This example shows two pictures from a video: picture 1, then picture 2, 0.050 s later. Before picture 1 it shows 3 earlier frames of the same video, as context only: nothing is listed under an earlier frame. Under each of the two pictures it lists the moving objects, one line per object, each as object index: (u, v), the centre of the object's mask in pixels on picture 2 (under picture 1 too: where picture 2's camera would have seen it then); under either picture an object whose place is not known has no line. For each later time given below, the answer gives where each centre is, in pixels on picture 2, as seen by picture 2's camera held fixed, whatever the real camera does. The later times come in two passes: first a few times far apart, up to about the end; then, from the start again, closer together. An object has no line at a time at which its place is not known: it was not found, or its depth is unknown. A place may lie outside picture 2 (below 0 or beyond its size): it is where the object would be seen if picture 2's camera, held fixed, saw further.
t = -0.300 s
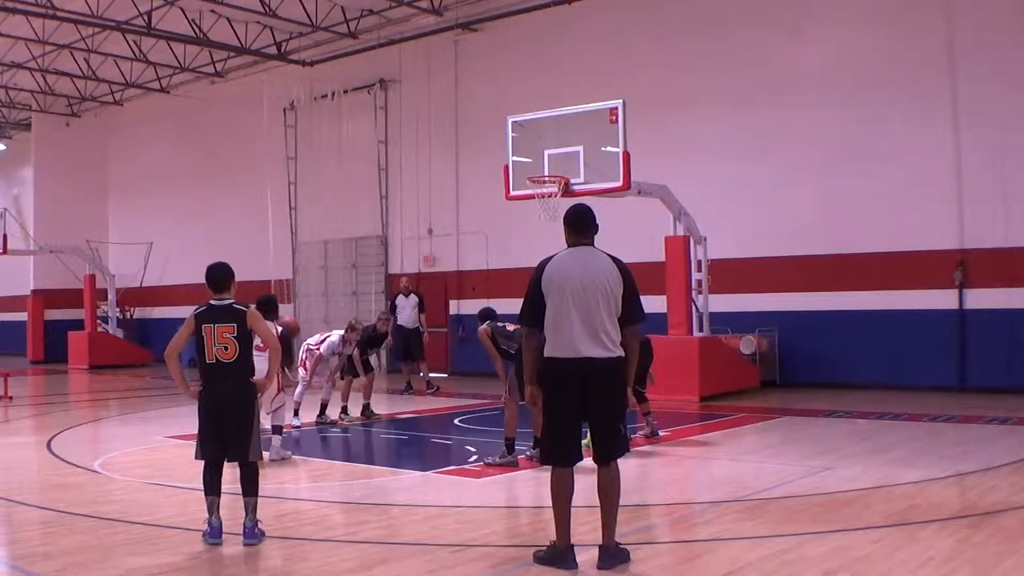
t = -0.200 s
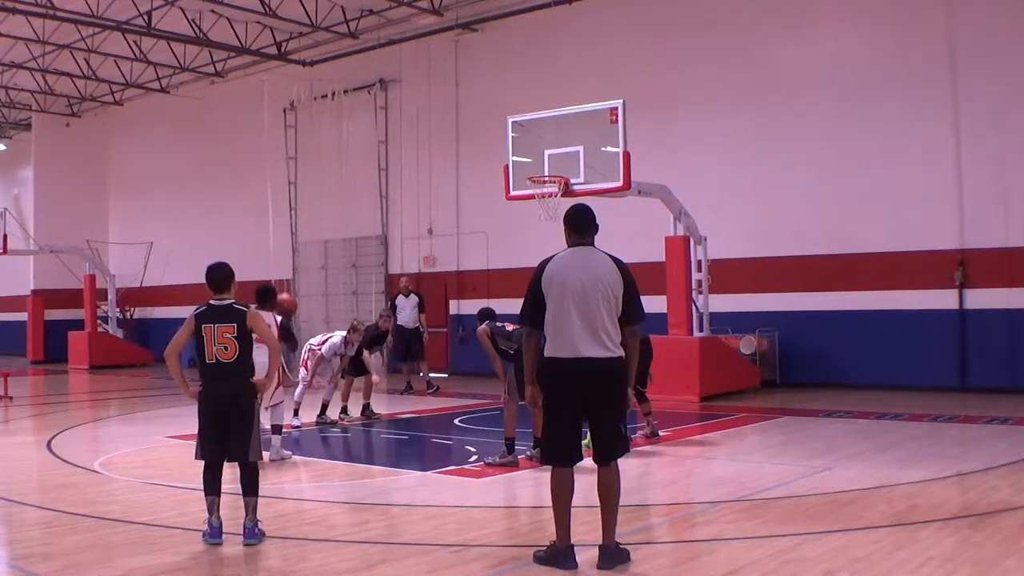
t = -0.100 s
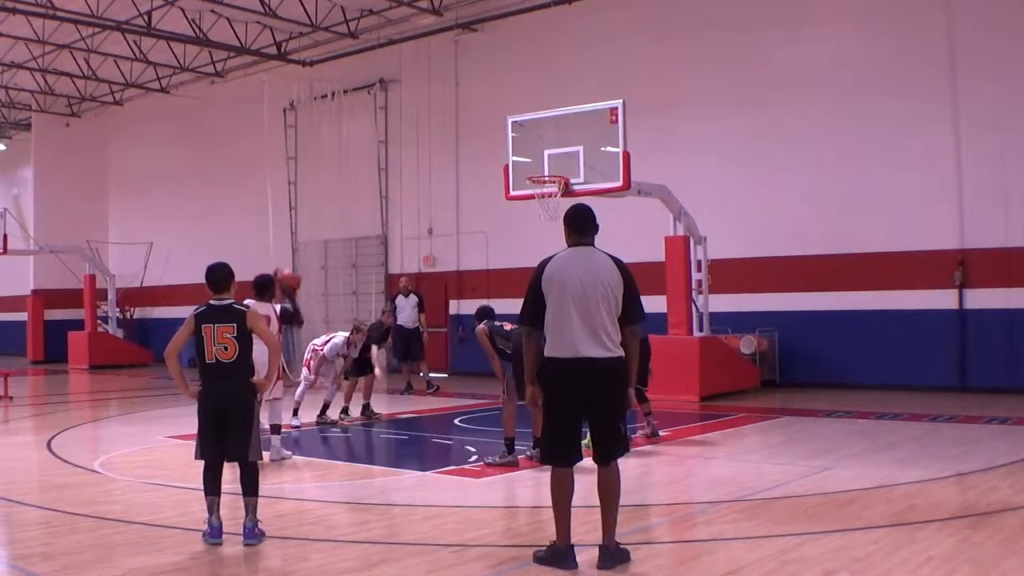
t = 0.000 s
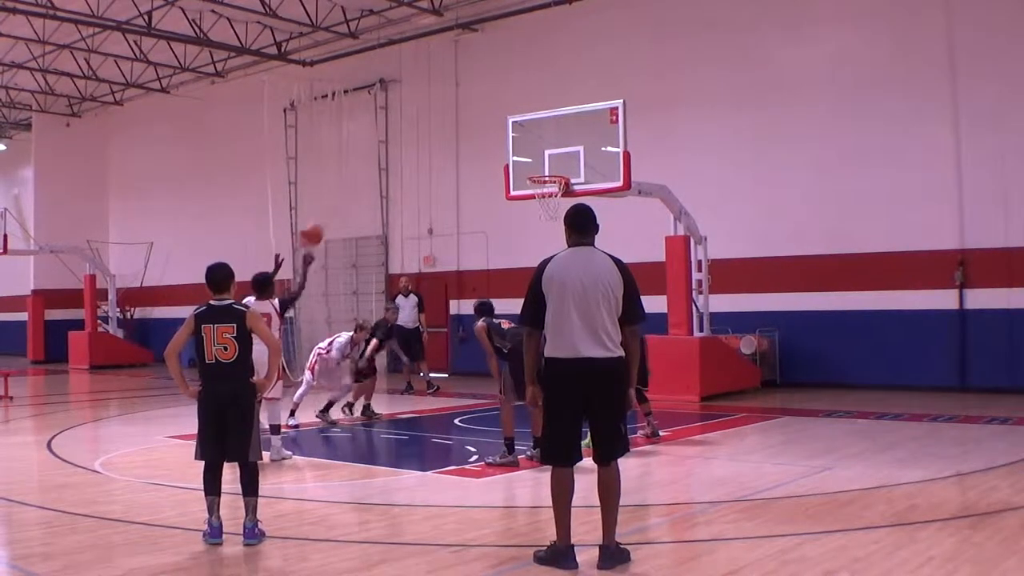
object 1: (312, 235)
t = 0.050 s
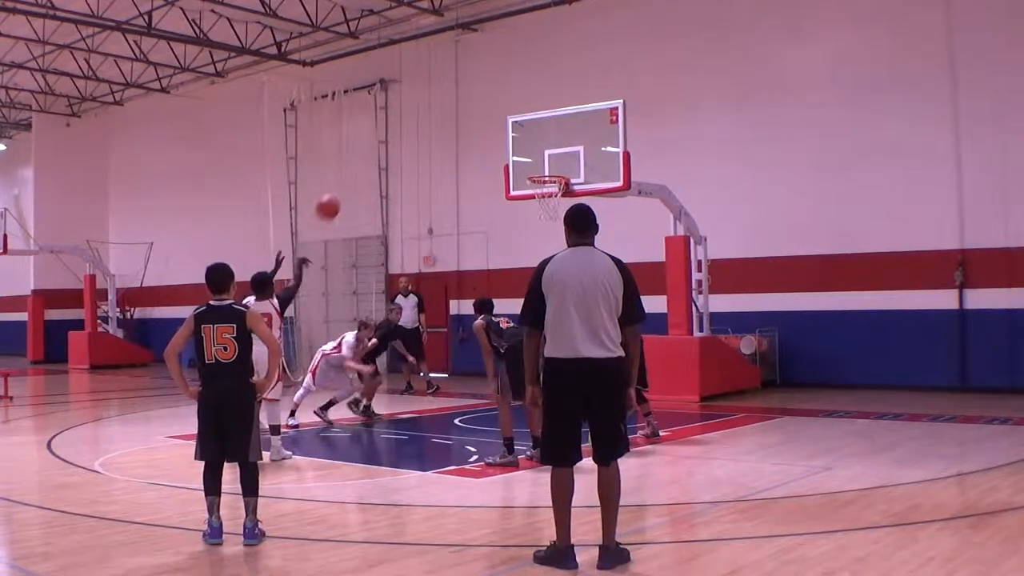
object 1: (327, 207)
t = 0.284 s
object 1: (398, 124)
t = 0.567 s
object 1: (474, 98)
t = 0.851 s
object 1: (539, 138)
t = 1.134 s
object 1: (559, 151)
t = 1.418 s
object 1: (547, 165)
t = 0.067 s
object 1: (333, 200)
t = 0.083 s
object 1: (338, 191)
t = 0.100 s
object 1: (343, 184)
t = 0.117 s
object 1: (348, 178)
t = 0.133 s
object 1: (354, 171)
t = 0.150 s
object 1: (359, 164)
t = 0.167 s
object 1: (363, 159)
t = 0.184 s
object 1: (369, 153)
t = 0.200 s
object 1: (374, 148)
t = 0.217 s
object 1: (378, 142)
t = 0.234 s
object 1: (384, 138)
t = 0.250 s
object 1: (388, 134)
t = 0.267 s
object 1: (393, 128)
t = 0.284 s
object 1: (398, 124)
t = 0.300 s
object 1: (403, 121)
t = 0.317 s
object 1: (408, 117)
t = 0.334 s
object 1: (412, 115)
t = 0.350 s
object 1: (418, 112)
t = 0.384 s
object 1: (426, 107)
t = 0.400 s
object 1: (430, 105)
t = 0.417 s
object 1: (435, 103)
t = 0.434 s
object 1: (439, 102)
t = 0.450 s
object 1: (444, 100)
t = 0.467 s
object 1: (448, 99)
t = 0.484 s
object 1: (453, 99)
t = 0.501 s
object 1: (456, 98)
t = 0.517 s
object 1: (461, 98)
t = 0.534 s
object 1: (465, 98)
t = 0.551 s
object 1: (469, 98)
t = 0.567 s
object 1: (474, 98)
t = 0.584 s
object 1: (478, 99)
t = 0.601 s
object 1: (482, 100)
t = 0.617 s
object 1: (486, 101)
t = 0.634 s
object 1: (489, 103)
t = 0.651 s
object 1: (494, 105)
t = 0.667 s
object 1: (498, 106)
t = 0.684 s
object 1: (502, 108)
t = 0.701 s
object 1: (505, 110)
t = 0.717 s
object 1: (509, 112)
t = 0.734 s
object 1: (513, 115)
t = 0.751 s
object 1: (517, 118)
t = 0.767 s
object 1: (520, 121)
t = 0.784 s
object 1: (523, 124)
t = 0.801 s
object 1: (528, 128)
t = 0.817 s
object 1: (531, 131)
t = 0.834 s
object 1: (535, 135)
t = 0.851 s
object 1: (539, 138)
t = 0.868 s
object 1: (543, 144)
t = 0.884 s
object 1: (547, 147)
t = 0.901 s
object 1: (550, 152)
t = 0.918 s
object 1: (554, 156)
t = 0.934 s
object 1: (556, 161)
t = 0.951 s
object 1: (560, 167)
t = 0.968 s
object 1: (564, 171)
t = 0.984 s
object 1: (564, 170)
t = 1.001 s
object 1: (564, 166)
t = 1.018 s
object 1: (562, 162)
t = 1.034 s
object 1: (562, 161)
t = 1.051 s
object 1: (561, 158)
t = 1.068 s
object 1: (561, 157)
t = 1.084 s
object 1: (560, 155)
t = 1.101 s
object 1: (560, 153)
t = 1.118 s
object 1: (559, 152)
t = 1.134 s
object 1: (559, 151)
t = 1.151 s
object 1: (558, 150)
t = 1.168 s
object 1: (557, 149)
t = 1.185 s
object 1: (556, 149)
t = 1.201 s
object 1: (556, 148)
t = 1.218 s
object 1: (555, 148)
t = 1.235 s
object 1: (554, 148)
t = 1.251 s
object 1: (554, 149)
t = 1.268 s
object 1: (554, 149)
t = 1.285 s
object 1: (553, 150)
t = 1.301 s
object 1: (552, 151)
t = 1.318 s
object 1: (551, 153)
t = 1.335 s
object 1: (550, 154)
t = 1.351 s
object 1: (549, 156)
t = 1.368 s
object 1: (549, 157)
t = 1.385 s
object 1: (548, 160)
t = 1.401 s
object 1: (548, 162)
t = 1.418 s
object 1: (547, 165)
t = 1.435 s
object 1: (547, 168)
